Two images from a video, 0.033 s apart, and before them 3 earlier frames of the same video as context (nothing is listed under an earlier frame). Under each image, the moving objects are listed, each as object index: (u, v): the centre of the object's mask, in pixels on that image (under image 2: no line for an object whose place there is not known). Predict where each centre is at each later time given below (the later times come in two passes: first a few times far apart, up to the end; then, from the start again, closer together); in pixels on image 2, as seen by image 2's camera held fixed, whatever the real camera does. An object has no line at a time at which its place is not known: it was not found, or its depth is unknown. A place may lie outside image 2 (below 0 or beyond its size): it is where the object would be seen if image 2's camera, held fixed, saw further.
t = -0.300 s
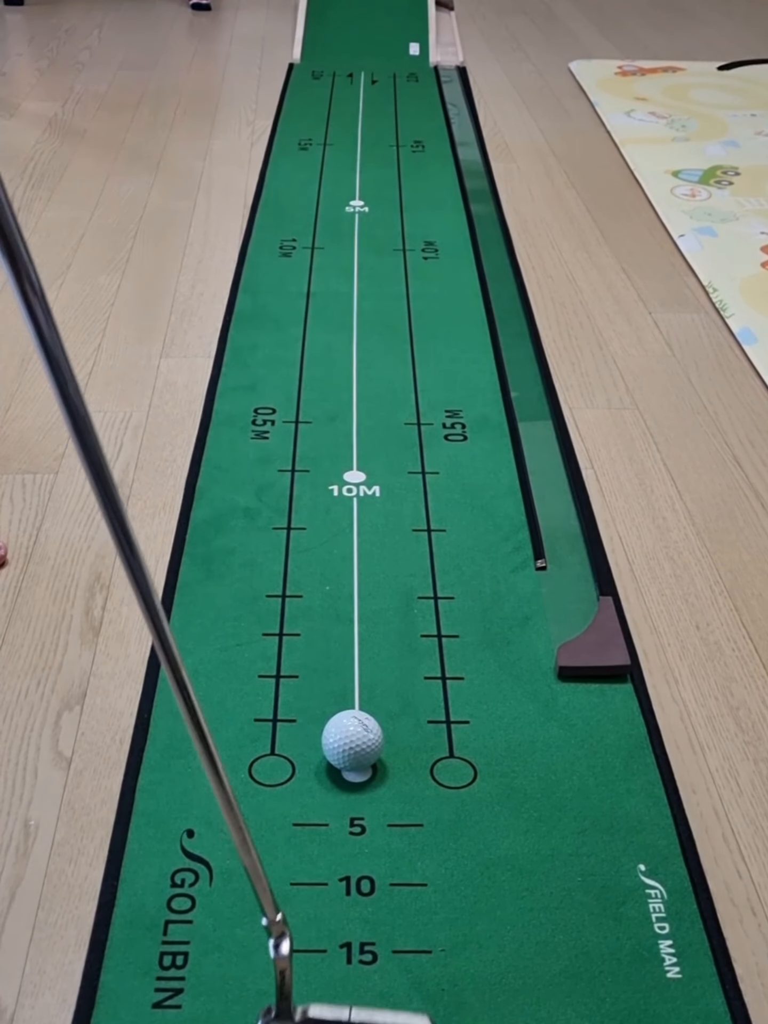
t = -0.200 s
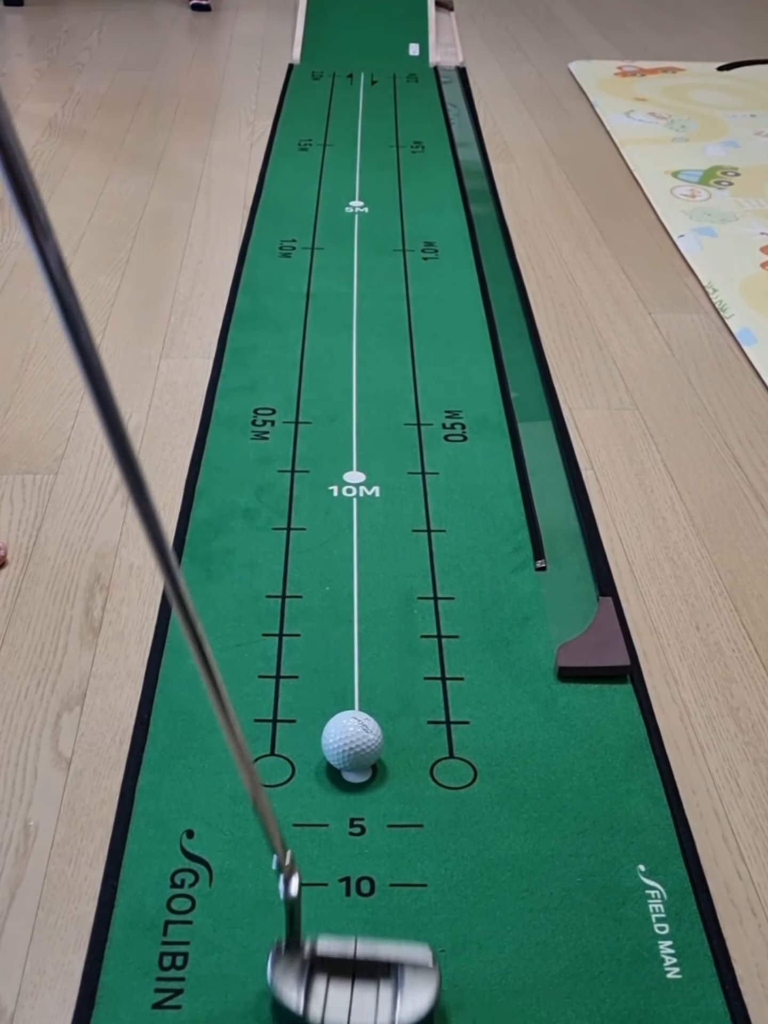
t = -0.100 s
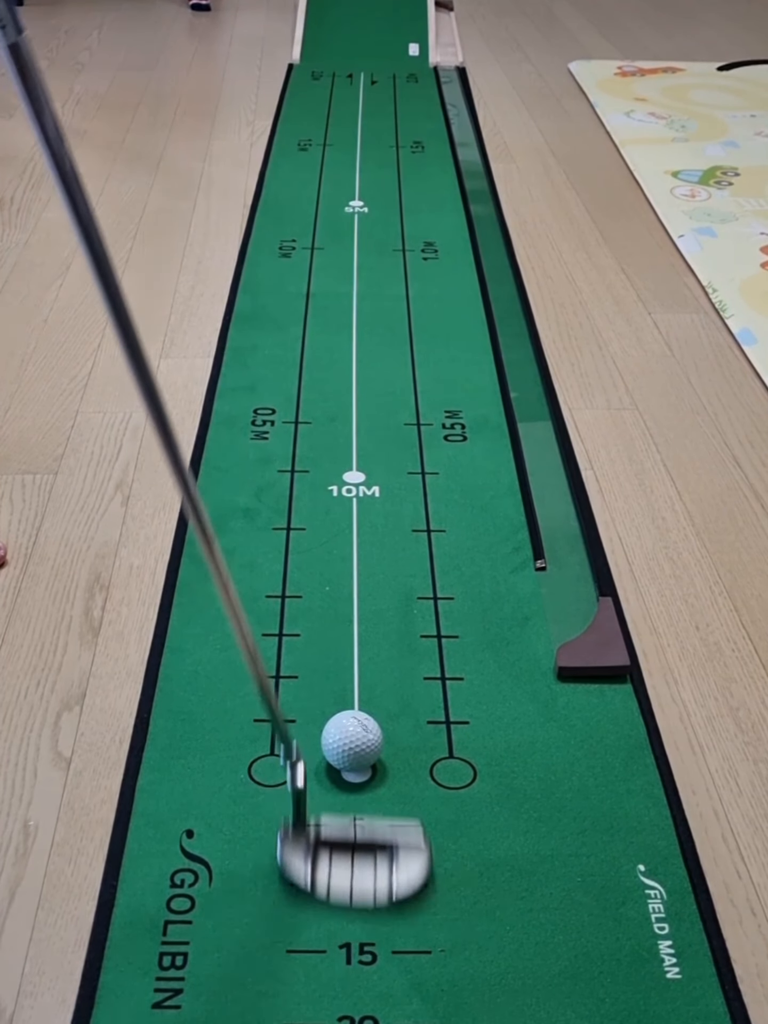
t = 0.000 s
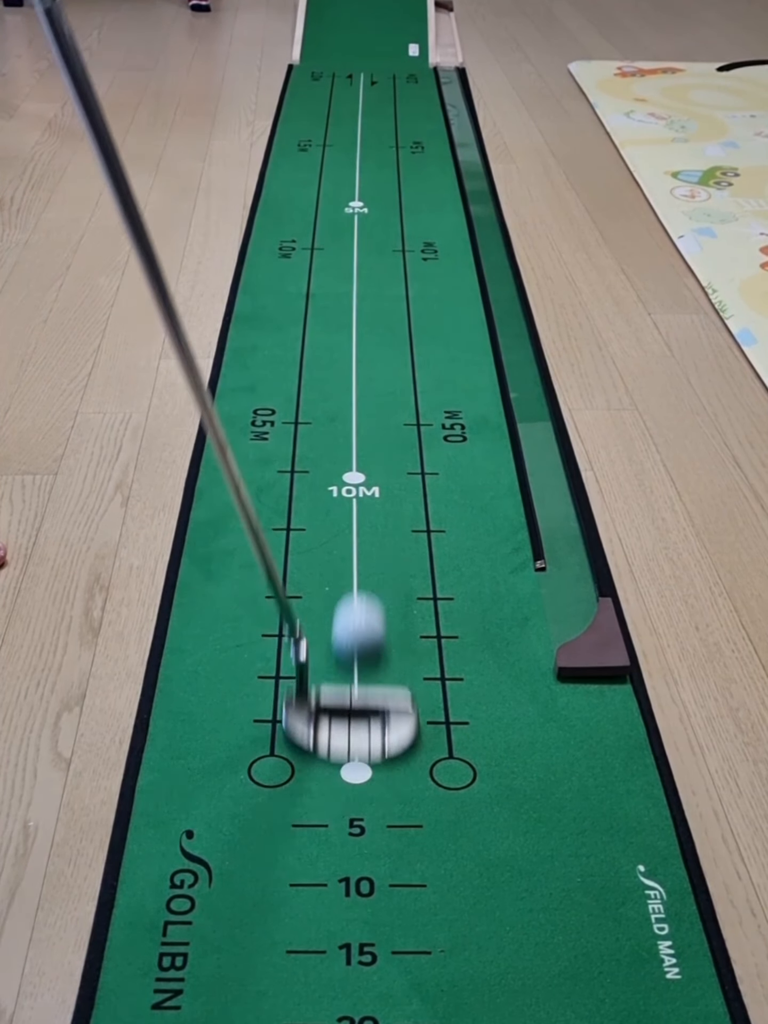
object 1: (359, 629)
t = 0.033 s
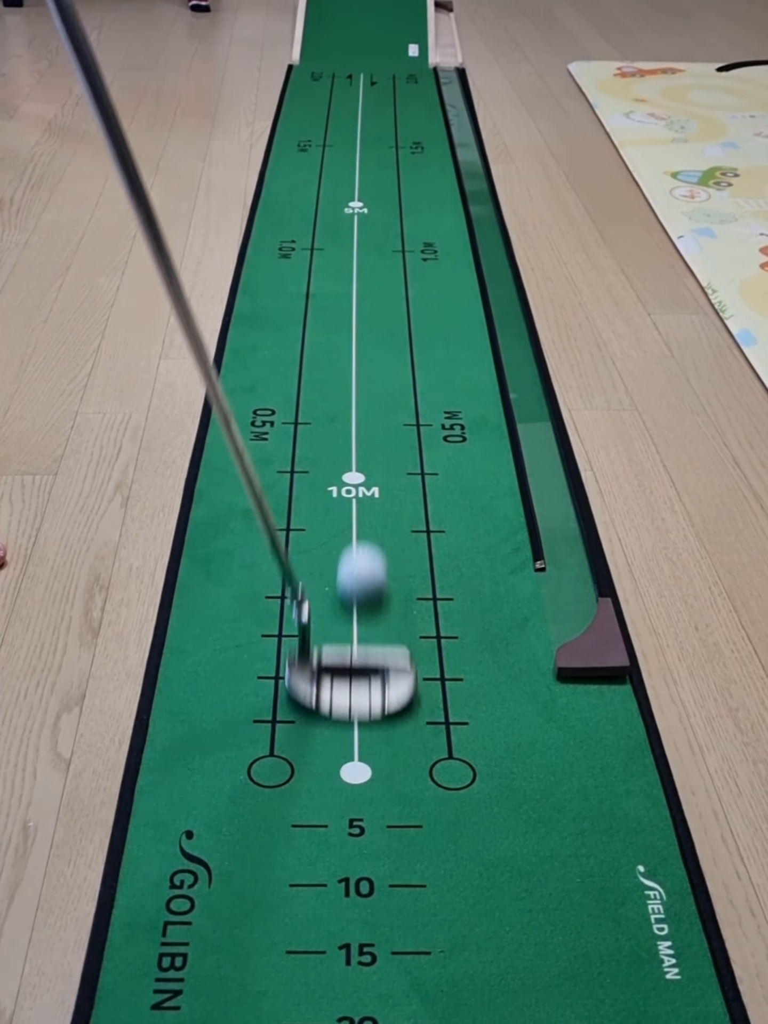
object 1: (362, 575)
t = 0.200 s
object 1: (373, 406)
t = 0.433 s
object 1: (381, 271)
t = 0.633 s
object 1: (388, 194)
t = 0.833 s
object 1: (394, 137)
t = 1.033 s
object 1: (400, 95)
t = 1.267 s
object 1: (403, 56)
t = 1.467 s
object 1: (408, 10)
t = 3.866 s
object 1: (440, 1)
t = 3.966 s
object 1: (442, 2)
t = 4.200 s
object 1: (443, 7)
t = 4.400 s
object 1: (444, 13)
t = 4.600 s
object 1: (445, 20)
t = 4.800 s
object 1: (446, 28)
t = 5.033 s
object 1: (446, 40)
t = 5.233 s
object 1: (449, 52)
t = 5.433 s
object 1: (450, 64)
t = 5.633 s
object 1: (451, 77)
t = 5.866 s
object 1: (451, 91)
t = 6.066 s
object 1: (455, 104)
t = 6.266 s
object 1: (459, 118)
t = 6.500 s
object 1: (463, 136)
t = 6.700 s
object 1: (467, 153)
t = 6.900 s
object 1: (471, 170)
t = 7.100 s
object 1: (476, 189)
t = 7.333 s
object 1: (481, 212)
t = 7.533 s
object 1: (487, 234)
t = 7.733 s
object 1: (492, 256)
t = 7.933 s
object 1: (498, 281)
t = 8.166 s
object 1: (505, 310)
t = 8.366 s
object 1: (511, 337)
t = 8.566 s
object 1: (518, 366)
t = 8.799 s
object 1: (527, 401)
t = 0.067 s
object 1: (365, 530)
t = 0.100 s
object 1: (367, 493)
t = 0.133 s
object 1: (370, 458)
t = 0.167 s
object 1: (371, 431)
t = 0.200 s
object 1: (373, 406)
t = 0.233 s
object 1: (374, 382)
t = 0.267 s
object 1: (375, 360)
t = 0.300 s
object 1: (376, 339)
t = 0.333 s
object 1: (377, 320)
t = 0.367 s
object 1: (379, 303)
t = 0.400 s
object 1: (380, 286)
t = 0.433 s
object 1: (381, 271)
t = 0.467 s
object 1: (382, 256)
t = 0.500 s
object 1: (384, 243)
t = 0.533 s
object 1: (385, 230)
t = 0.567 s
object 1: (386, 217)
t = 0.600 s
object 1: (387, 205)
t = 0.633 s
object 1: (388, 194)
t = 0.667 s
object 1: (389, 183)
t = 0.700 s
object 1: (390, 173)
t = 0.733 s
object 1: (391, 164)
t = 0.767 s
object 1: (392, 155)
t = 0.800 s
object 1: (393, 146)
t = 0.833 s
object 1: (394, 137)
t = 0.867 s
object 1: (395, 130)
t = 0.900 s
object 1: (396, 122)
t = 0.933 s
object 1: (397, 115)
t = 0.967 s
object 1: (398, 108)
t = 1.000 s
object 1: (399, 102)
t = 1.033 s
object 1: (400, 95)
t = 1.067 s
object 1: (400, 89)
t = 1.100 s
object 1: (401, 83)
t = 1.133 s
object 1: (402, 77)
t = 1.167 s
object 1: (402, 72)
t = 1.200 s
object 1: (403, 67)
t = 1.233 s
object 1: (403, 62)
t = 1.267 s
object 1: (403, 56)
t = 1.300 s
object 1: (404, 45)
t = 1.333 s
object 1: (405, 38)
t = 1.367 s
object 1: (406, 31)
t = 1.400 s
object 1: (406, 24)
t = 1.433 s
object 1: (407, 16)
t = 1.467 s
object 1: (408, 10)
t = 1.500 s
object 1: (408, 3)
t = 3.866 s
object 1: (440, 1)
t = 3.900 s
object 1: (441, 1)
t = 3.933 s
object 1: (441, 2)
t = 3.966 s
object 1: (442, 2)
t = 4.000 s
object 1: (443, 3)
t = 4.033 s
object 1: (442, 4)
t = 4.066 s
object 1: (443, 4)
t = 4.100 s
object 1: (443, 5)
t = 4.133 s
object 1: (443, 6)
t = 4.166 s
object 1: (443, 7)
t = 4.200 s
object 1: (443, 7)
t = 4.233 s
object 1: (443, 8)
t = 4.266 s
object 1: (443, 9)
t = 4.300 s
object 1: (443, 10)
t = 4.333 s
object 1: (443, 11)
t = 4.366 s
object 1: (443, 12)
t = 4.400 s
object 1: (444, 13)
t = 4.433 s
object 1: (444, 14)
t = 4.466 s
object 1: (444, 15)
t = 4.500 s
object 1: (445, 17)
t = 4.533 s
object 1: (445, 18)
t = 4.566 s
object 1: (445, 19)
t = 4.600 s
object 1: (445, 20)
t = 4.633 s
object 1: (445, 21)
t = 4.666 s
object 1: (446, 22)
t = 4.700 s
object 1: (446, 23)
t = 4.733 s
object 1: (446, 25)
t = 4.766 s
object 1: (446, 26)
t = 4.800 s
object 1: (446, 28)
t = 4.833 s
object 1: (446, 29)
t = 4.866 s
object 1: (446, 31)
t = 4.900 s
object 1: (445, 33)
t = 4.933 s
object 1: (446, 35)
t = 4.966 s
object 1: (446, 36)
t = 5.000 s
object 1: (446, 38)
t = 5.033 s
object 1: (446, 40)
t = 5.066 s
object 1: (446, 42)
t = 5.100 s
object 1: (446, 44)
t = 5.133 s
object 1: (447, 46)
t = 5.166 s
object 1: (448, 47)
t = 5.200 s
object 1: (448, 50)
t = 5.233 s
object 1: (449, 52)
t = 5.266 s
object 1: (450, 54)
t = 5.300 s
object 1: (450, 56)
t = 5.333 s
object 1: (450, 57)
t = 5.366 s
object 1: (450, 59)
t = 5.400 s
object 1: (450, 62)
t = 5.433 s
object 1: (450, 64)
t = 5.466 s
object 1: (451, 66)
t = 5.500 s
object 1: (451, 68)
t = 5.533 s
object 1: (451, 70)
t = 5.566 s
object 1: (452, 72)
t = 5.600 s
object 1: (452, 75)
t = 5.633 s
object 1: (451, 77)
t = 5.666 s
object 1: (452, 79)
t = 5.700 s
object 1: (452, 80)
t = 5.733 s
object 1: (452, 82)
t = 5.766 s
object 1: (452, 84)
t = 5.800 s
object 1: (451, 86)
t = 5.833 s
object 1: (451, 89)
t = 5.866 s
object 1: (451, 91)
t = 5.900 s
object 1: (452, 93)
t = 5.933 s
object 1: (452, 95)
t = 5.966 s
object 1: (453, 98)
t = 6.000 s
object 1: (454, 100)
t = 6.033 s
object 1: (455, 102)
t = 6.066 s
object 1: (455, 104)
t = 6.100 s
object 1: (456, 107)
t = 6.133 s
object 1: (456, 109)
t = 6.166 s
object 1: (456, 111)
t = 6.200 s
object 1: (457, 113)
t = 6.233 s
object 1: (458, 116)
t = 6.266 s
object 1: (459, 118)
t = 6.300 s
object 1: (459, 121)
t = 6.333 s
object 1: (459, 123)
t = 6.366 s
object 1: (460, 126)
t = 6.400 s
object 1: (460, 128)
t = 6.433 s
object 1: (461, 131)
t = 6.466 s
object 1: (462, 134)
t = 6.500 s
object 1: (463, 136)
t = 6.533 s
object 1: (464, 139)
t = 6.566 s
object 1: (465, 142)
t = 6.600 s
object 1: (465, 144)
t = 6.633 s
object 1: (466, 147)
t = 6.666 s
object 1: (467, 150)
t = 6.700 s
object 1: (467, 153)
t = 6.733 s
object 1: (467, 155)
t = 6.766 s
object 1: (468, 158)
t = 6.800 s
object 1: (469, 161)
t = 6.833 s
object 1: (470, 164)
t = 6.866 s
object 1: (471, 167)
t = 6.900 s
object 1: (471, 170)
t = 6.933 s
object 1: (472, 173)
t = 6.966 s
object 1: (473, 177)
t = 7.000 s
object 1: (473, 180)
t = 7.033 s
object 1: (474, 183)
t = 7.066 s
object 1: (475, 186)
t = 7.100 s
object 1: (476, 189)
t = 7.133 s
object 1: (477, 192)
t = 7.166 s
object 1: (478, 196)
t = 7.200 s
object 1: (479, 199)
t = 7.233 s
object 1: (479, 202)
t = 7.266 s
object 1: (480, 205)
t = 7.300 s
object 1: (481, 208)
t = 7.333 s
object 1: (481, 212)
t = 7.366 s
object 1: (481, 215)
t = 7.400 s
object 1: (482, 219)
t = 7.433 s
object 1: (483, 223)
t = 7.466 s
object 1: (485, 226)
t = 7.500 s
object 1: (485, 230)
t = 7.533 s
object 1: (487, 234)
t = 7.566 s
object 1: (488, 238)
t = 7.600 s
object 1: (488, 241)
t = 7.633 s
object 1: (489, 245)
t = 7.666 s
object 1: (490, 249)
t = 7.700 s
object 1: (491, 253)
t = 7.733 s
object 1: (492, 256)
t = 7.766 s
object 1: (493, 260)
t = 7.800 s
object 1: (494, 264)
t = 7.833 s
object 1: (495, 268)
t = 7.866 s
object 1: (496, 273)
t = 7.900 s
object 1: (497, 277)
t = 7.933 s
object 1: (498, 281)
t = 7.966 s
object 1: (499, 285)
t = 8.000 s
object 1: (500, 289)
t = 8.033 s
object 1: (501, 293)
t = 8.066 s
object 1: (502, 297)
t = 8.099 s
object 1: (503, 301)
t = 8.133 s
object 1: (504, 305)
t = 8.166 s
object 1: (505, 310)
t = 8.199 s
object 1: (506, 314)
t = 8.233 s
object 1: (507, 318)
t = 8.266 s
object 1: (508, 323)
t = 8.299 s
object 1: (509, 328)
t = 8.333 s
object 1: (510, 332)
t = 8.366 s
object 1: (511, 337)
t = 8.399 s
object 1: (512, 342)
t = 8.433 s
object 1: (513, 346)
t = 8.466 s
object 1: (514, 351)
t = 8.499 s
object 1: (515, 356)
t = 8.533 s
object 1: (517, 361)
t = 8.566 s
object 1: (518, 366)
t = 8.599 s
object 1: (519, 371)
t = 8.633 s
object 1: (520, 376)
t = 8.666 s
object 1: (521, 381)
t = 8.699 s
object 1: (521, 385)
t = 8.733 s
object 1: (523, 390)
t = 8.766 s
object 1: (525, 396)
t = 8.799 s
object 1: (527, 401)
